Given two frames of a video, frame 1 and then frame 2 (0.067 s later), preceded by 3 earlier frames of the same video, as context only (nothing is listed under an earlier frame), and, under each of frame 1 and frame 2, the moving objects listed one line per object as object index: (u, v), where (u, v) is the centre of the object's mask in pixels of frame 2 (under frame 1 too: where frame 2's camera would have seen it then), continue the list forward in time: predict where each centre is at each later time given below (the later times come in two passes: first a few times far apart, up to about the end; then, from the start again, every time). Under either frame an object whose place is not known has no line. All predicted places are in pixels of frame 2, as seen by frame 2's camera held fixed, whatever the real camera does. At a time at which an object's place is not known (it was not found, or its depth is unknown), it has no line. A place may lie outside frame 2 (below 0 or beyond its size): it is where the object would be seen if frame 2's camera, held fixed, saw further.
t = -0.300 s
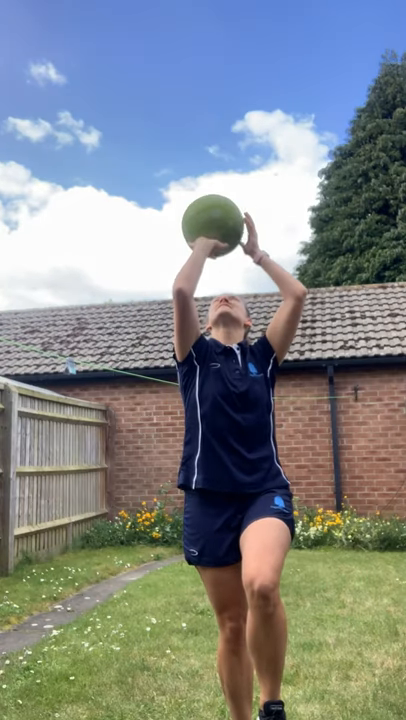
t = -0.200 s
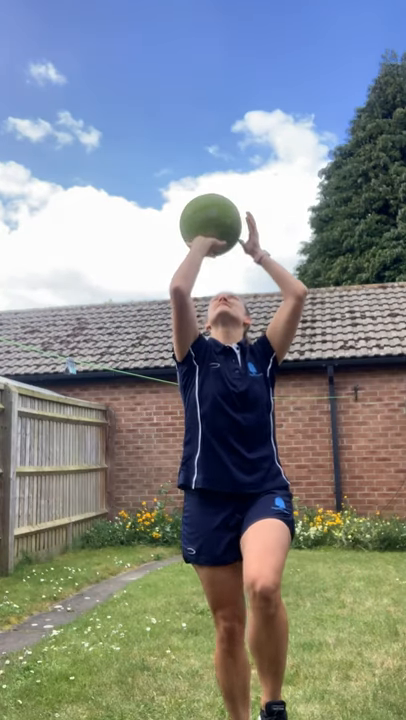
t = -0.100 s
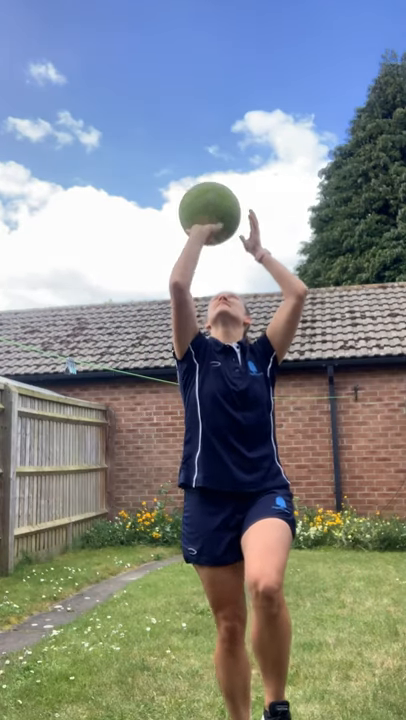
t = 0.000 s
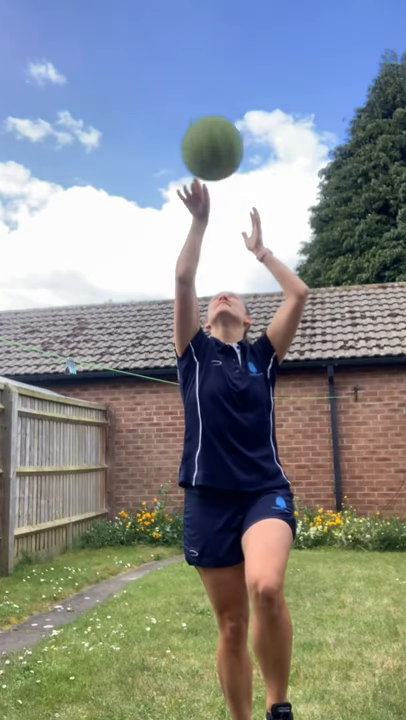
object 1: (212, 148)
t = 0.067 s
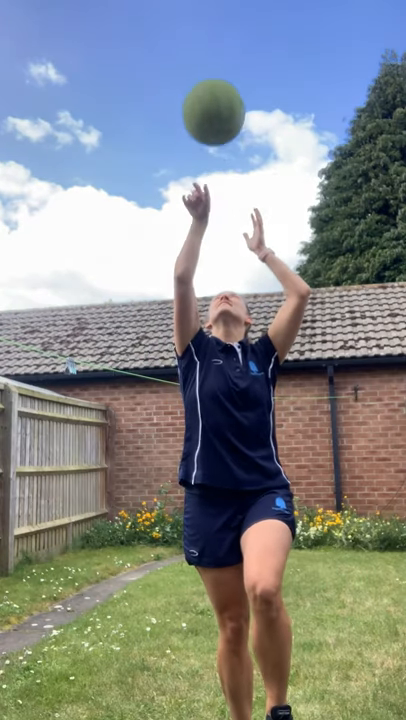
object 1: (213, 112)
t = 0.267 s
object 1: (220, 72)
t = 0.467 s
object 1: (230, 130)
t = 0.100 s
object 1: (214, 98)
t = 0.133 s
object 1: (215, 87)
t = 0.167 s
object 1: (216, 79)
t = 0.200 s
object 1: (217, 74)
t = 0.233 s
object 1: (219, 72)
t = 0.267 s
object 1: (220, 72)
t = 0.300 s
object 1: (222, 74)
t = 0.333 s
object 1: (223, 80)
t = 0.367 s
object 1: (225, 88)
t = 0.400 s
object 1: (226, 100)
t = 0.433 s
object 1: (228, 113)
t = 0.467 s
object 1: (230, 130)
